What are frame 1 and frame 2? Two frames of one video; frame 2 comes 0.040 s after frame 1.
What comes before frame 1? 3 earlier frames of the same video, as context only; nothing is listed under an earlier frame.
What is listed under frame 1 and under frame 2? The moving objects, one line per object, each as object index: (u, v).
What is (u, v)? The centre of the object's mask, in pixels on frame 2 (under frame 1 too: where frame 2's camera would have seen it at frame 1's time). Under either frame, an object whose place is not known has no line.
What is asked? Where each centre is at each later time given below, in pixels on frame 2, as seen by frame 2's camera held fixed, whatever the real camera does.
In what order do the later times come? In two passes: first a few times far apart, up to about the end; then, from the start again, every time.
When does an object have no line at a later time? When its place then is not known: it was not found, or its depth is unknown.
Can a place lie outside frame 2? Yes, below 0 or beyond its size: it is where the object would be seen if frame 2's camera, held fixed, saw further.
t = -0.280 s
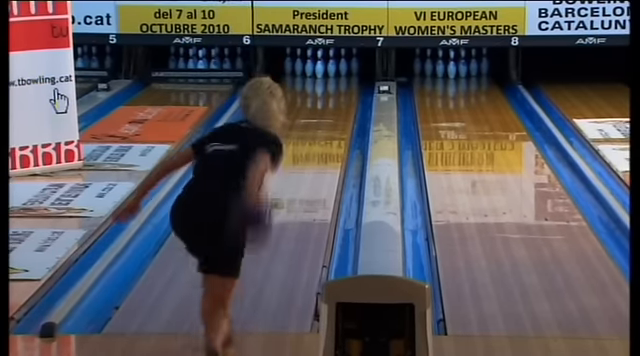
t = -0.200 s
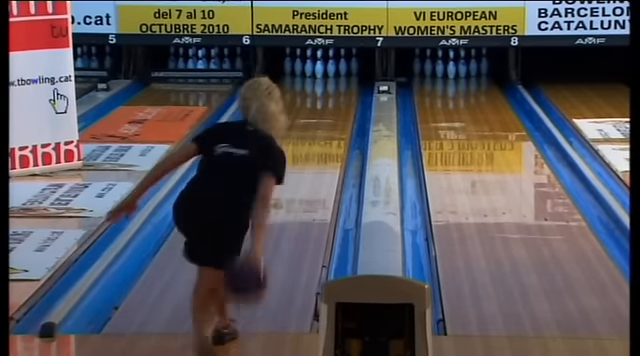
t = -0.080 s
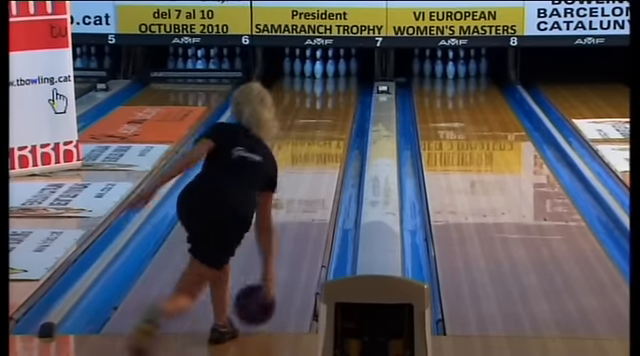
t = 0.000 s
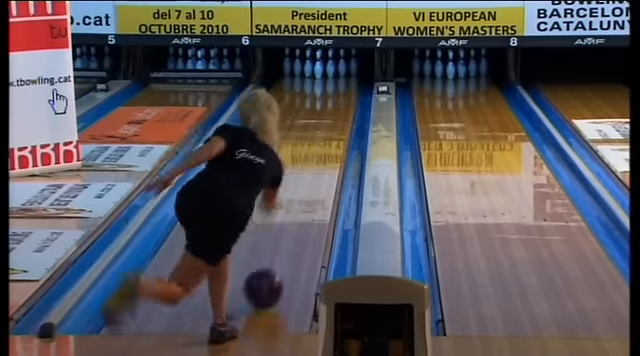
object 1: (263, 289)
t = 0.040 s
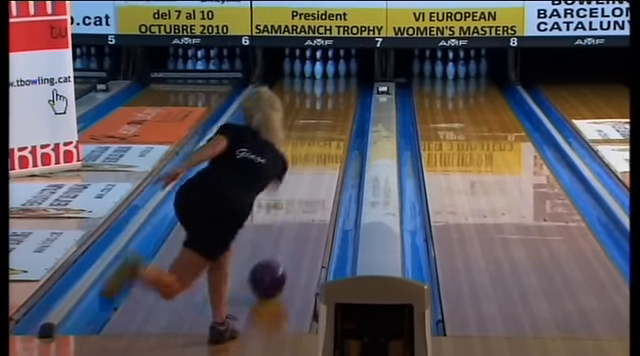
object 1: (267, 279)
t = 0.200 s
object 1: (281, 245)
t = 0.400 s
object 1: (294, 210)
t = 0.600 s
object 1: (305, 183)
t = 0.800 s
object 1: (313, 161)
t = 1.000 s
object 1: (320, 141)
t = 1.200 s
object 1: (325, 125)
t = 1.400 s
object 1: (330, 112)
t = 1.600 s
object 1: (332, 100)
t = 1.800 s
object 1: (332, 91)
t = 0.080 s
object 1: (271, 270)
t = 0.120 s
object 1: (274, 261)
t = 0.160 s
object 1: (278, 252)
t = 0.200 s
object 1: (281, 245)
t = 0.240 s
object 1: (284, 237)
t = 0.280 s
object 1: (287, 230)
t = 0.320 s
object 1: (290, 223)
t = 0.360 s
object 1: (292, 216)
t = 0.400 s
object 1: (294, 210)
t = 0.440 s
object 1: (297, 204)
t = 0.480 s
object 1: (299, 198)
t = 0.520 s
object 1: (301, 192)
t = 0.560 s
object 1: (303, 188)
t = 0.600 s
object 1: (305, 183)
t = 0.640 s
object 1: (307, 178)
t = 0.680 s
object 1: (308, 173)
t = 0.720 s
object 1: (310, 169)
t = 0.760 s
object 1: (312, 165)
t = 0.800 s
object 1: (313, 161)
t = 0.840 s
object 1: (314, 156)
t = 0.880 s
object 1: (316, 153)
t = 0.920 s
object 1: (317, 148)
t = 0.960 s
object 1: (318, 145)
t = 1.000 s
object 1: (320, 141)
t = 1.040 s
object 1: (321, 137)
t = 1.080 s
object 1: (322, 135)
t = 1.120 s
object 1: (324, 131)
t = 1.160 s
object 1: (325, 128)
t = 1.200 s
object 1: (325, 125)
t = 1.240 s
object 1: (327, 122)
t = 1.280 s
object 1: (328, 119)
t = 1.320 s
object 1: (328, 116)
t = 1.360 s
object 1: (329, 114)
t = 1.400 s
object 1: (330, 112)
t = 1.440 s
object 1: (331, 109)
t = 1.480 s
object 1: (331, 107)
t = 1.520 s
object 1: (331, 104)
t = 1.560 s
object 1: (332, 102)
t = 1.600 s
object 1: (332, 100)
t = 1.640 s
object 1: (332, 98)
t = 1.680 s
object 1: (333, 95)
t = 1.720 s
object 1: (333, 94)
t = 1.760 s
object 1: (332, 92)
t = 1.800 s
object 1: (332, 91)
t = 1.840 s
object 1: (332, 89)
